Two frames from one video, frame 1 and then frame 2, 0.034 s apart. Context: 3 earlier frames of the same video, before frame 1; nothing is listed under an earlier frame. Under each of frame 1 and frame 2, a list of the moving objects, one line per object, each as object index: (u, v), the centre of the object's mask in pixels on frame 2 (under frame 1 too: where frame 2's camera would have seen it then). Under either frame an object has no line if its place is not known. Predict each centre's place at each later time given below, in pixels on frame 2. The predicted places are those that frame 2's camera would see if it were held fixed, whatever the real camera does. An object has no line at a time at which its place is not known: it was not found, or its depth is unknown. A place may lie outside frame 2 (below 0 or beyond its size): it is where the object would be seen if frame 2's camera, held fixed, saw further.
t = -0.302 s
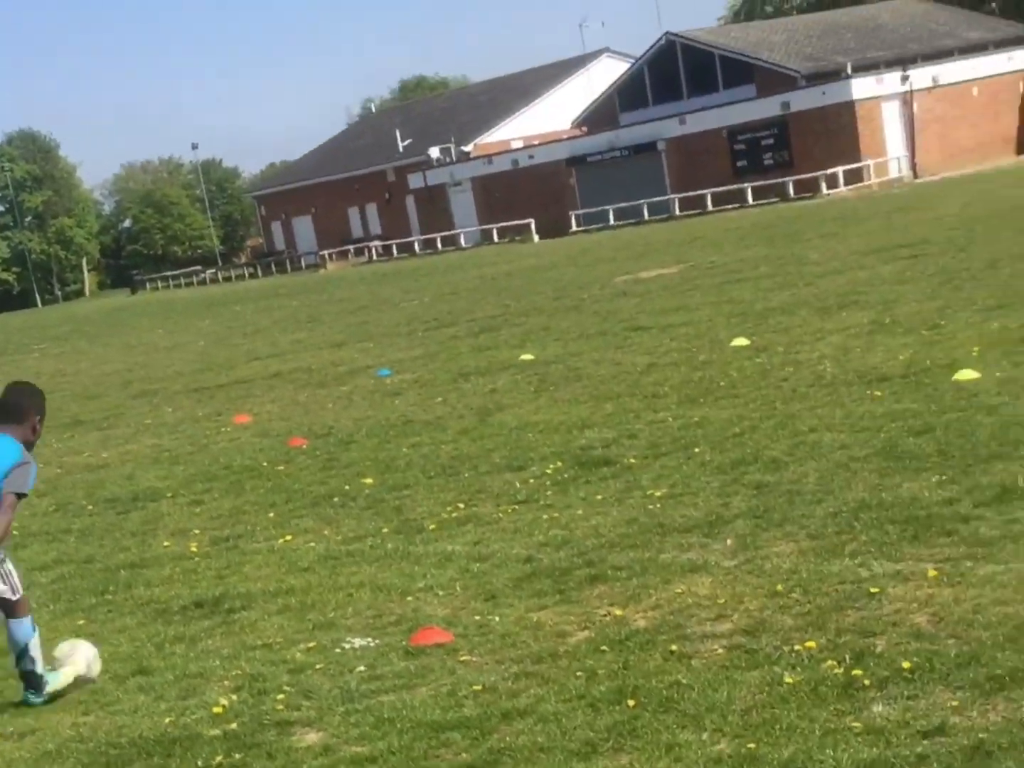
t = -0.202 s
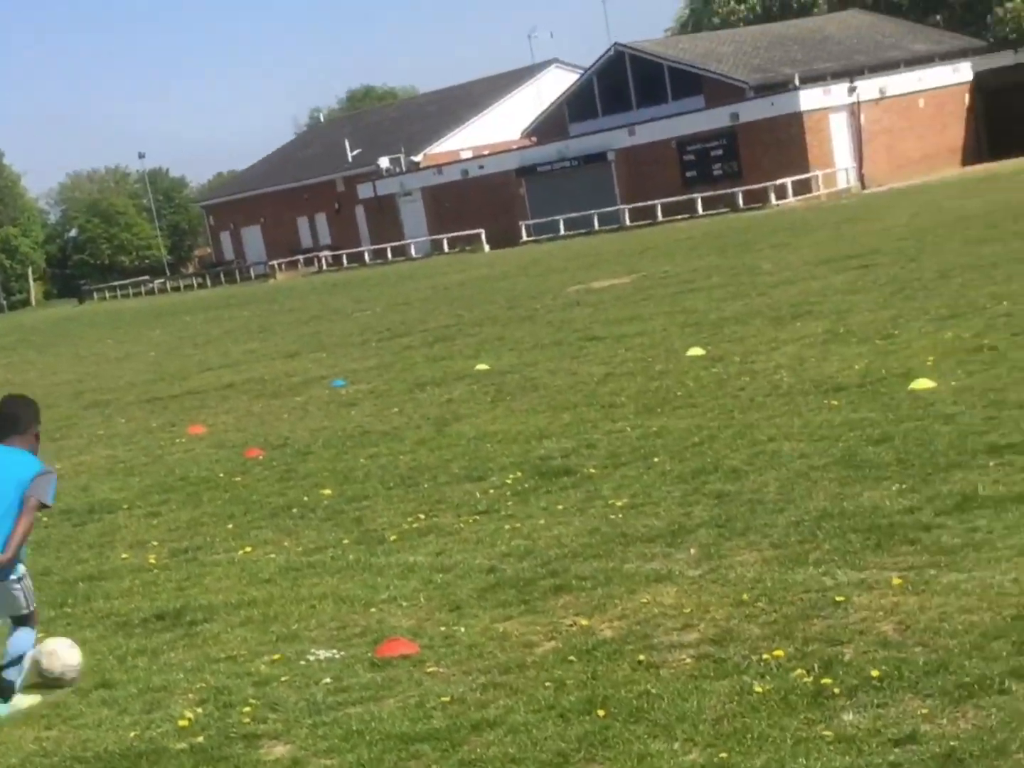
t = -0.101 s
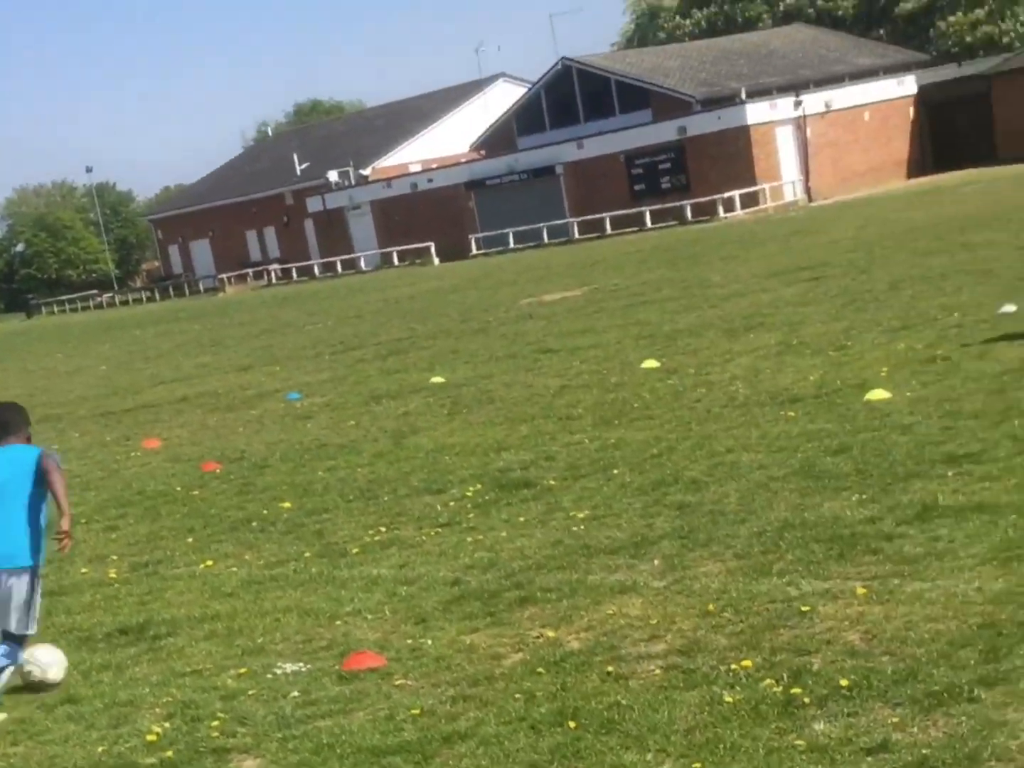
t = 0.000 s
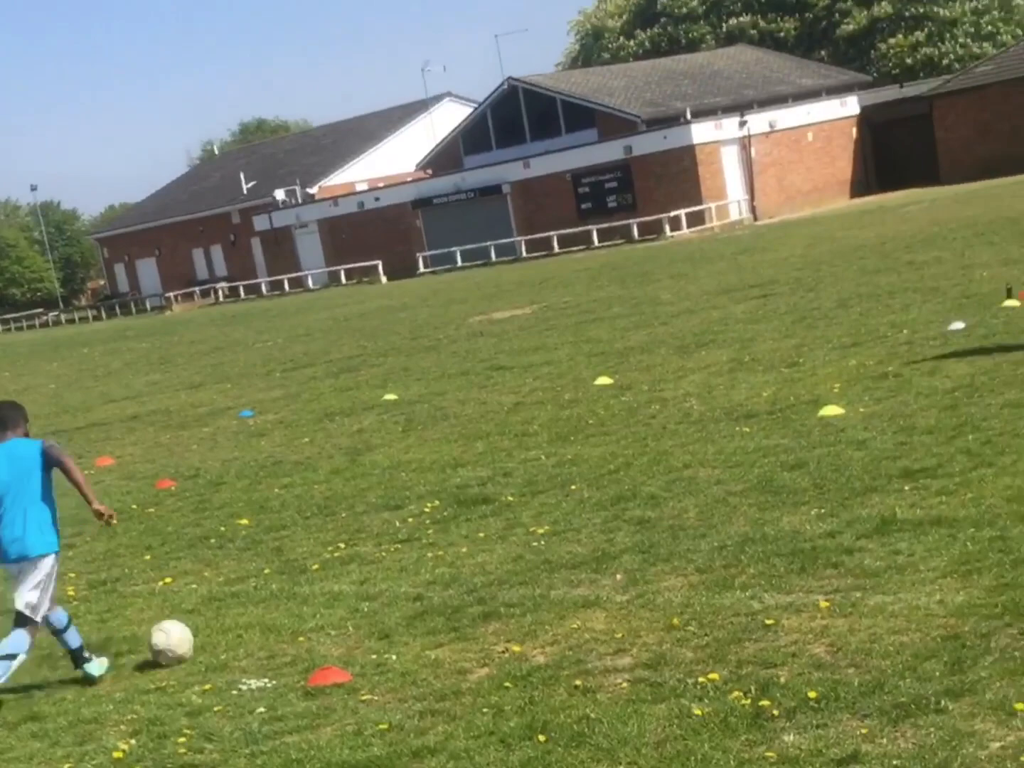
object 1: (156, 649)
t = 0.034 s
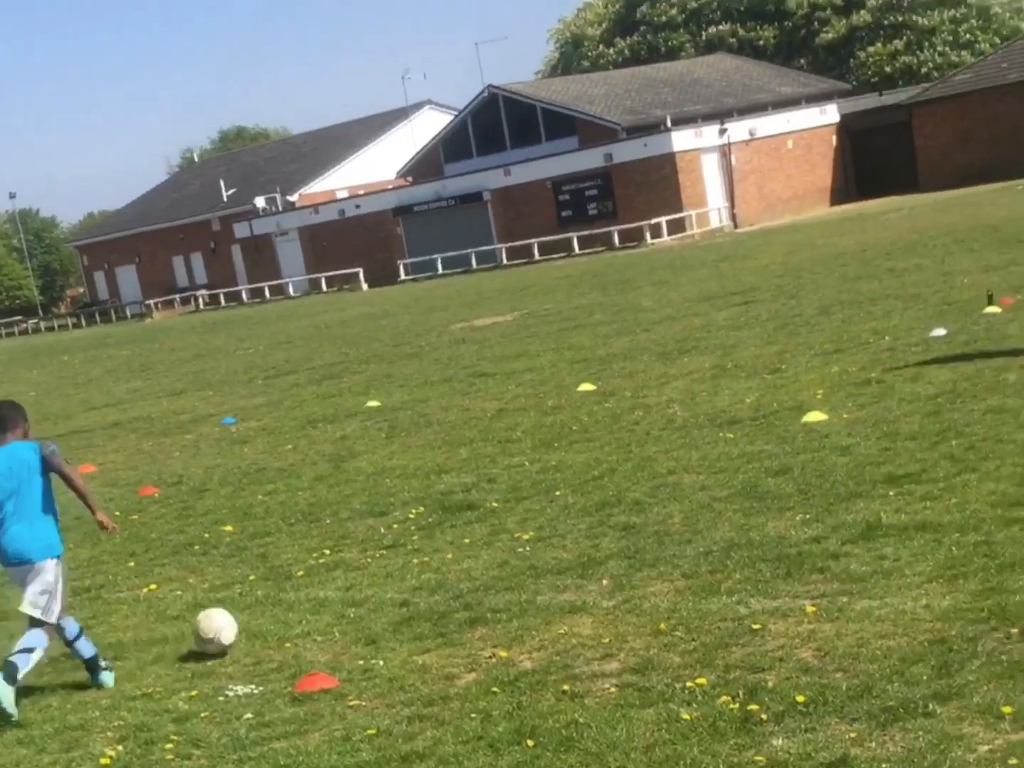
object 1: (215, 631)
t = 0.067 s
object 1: (272, 615)
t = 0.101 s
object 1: (328, 602)
